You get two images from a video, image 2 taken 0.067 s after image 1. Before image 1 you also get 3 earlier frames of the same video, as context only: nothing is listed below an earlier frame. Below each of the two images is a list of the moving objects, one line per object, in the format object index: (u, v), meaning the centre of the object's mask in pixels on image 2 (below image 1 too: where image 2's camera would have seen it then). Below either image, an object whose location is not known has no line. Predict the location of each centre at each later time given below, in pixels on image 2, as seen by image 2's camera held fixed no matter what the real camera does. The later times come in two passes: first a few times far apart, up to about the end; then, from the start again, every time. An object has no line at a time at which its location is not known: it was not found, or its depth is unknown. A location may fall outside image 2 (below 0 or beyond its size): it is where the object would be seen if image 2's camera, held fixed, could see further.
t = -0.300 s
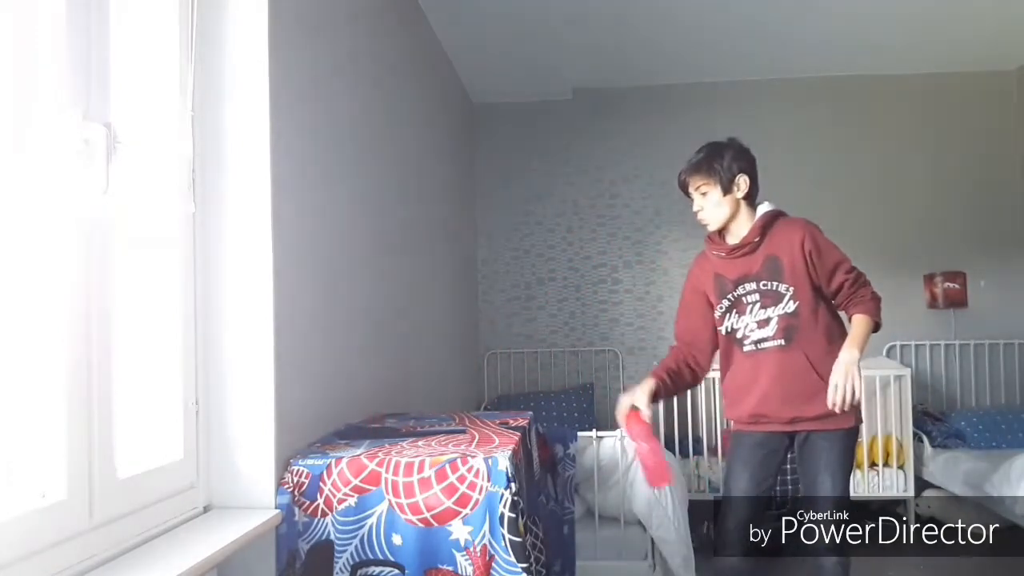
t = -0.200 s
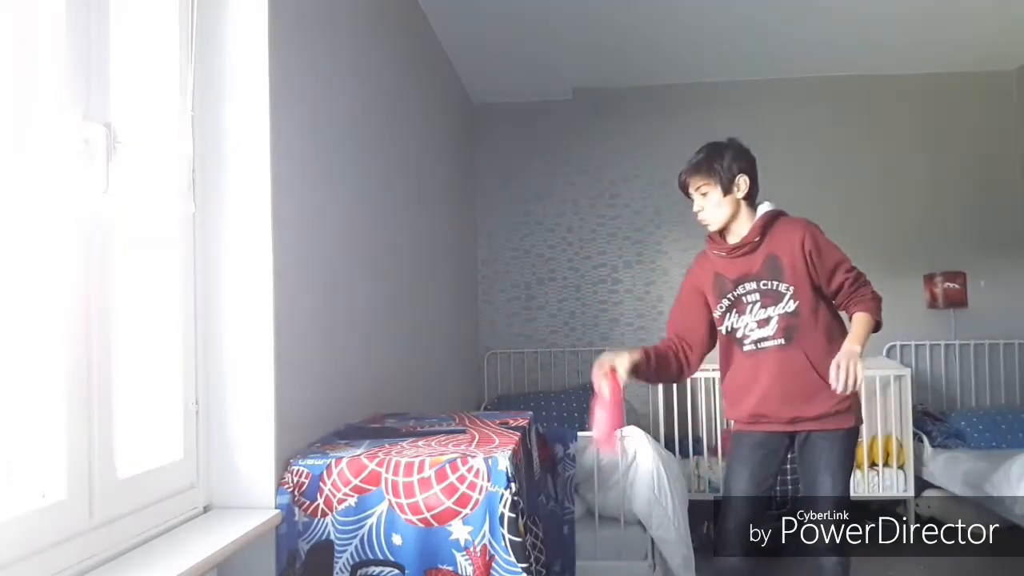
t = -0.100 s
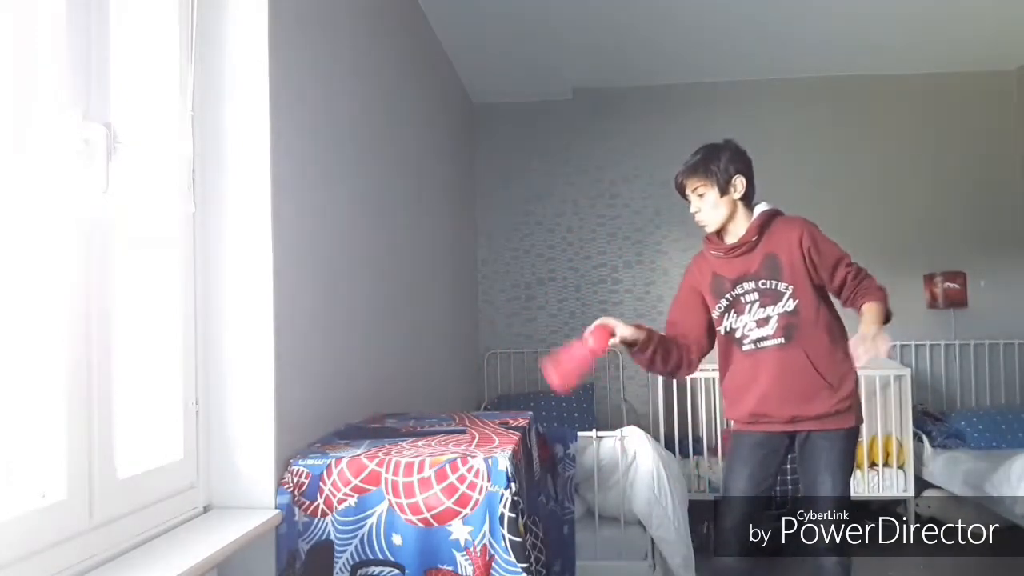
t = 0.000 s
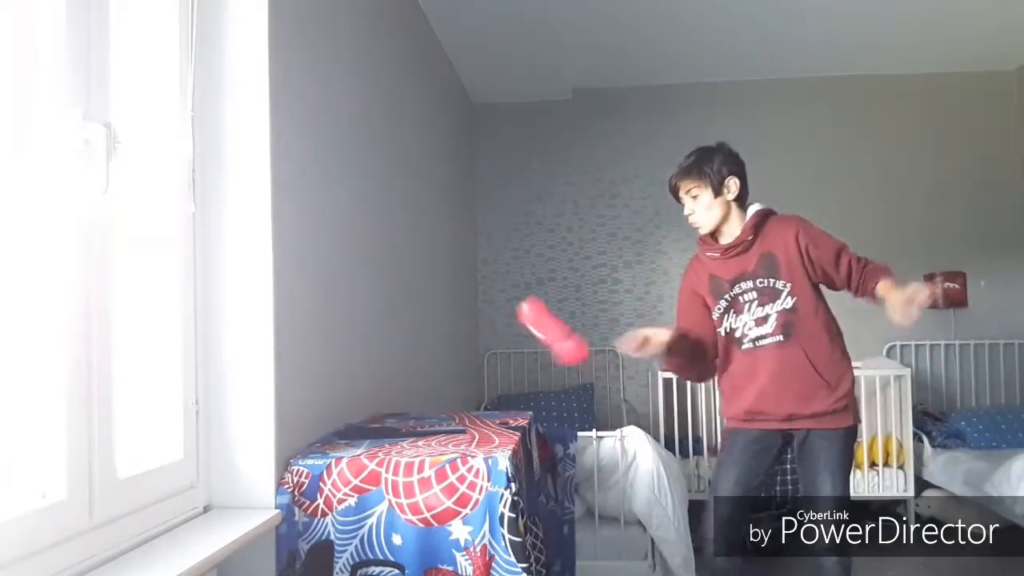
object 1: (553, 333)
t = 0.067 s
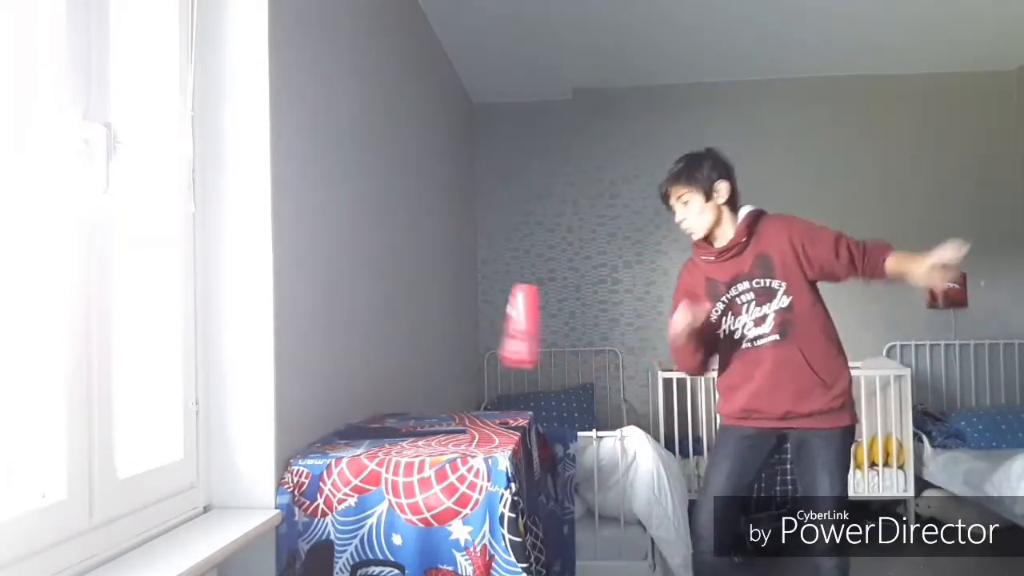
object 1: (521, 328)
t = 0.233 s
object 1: (473, 345)
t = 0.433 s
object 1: (450, 395)
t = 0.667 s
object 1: (438, 395)
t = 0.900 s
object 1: (448, 395)
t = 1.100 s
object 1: (445, 395)
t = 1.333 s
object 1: (446, 395)
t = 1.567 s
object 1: (446, 395)
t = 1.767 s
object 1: (446, 395)
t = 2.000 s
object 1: (446, 395)
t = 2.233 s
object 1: (446, 395)
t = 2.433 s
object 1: (446, 395)
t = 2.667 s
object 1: (446, 395)
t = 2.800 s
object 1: (446, 395)
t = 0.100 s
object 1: (506, 325)
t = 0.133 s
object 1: (494, 322)
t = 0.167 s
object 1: (485, 324)
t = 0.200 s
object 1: (480, 331)
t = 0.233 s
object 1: (473, 345)
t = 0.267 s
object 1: (467, 364)
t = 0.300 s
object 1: (461, 386)
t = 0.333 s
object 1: (457, 394)
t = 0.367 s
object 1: (454, 395)
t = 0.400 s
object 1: (452, 395)
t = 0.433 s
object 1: (450, 395)
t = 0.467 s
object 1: (447, 394)
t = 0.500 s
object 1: (444, 395)
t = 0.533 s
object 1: (441, 395)
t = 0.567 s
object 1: (439, 394)
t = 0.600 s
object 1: (438, 395)
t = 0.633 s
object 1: (438, 395)
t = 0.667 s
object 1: (438, 395)
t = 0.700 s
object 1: (439, 395)
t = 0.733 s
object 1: (441, 394)
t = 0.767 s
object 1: (442, 394)
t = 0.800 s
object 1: (445, 395)
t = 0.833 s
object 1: (447, 395)
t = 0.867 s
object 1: (448, 395)
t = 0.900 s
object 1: (448, 395)
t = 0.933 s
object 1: (448, 395)
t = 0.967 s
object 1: (447, 395)
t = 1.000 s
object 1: (445, 395)
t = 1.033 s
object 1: (444, 395)
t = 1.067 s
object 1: (444, 395)
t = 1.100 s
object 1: (445, 395)
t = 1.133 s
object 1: (446, 395)
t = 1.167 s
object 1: (447, 395)
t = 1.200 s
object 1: (447, 396)
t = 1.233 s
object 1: (446, 395)
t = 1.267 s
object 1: (445, 395)
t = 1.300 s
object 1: (445, 395)
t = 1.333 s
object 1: (446, 395)
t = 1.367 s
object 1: (446, 395)
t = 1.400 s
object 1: (446, 395)
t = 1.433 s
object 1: (446, 395)
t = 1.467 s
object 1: (446, 395)
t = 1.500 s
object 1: (446, 395)
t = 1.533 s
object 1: (446, 395)
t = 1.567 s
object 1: (446, 395)
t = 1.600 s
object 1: (446, 395)
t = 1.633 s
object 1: (446, 395)
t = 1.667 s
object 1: (446, 395)
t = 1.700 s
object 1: (446, 395)
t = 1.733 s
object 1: (446, 395)
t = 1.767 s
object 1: (446, 395)
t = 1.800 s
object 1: (446, 395)
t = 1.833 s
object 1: (446, 395)
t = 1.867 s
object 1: (446, 395)
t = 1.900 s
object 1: (446, 395)
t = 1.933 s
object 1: (446, 395)
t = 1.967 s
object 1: (446, 395)
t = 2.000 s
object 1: (446, 395)
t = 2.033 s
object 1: (446, 395)
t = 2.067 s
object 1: (446, 395)
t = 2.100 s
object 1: (446, 395)
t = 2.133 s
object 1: (446, 395)
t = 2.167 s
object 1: (446, 395)
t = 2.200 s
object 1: (446, 395)
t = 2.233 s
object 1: (446, 395)
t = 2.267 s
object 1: (446, 395)
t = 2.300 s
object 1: (446, 395)
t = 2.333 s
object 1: (446, 395)
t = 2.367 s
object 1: (446, 395)
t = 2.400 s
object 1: (446, 395)
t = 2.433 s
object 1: (446, 395)
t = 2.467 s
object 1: (446, 395)
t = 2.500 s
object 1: (446, 395)
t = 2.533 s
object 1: (446, 395)
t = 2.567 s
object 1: (446, 395)
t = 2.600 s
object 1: (446, 395)
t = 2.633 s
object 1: (446, 395)
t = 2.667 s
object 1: (446, 395)
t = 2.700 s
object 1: (446, 395)
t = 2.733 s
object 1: (446, 395)
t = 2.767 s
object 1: (446, 395)
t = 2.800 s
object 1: (446, 395)
